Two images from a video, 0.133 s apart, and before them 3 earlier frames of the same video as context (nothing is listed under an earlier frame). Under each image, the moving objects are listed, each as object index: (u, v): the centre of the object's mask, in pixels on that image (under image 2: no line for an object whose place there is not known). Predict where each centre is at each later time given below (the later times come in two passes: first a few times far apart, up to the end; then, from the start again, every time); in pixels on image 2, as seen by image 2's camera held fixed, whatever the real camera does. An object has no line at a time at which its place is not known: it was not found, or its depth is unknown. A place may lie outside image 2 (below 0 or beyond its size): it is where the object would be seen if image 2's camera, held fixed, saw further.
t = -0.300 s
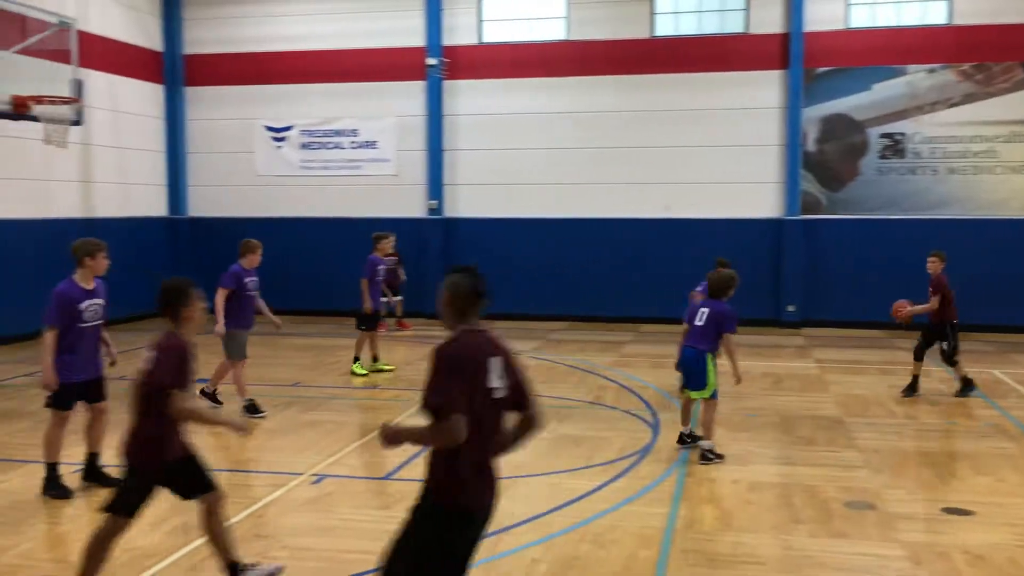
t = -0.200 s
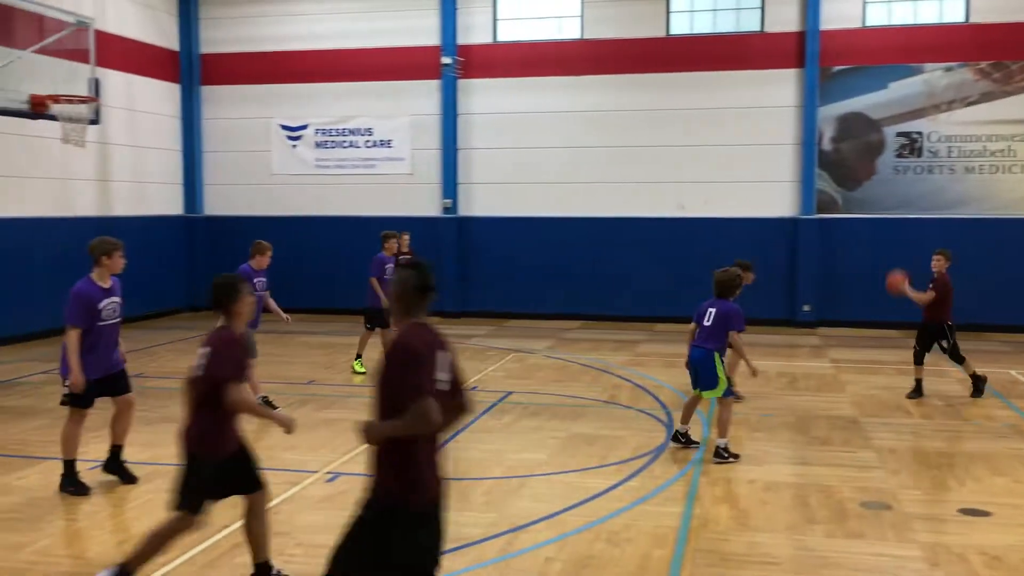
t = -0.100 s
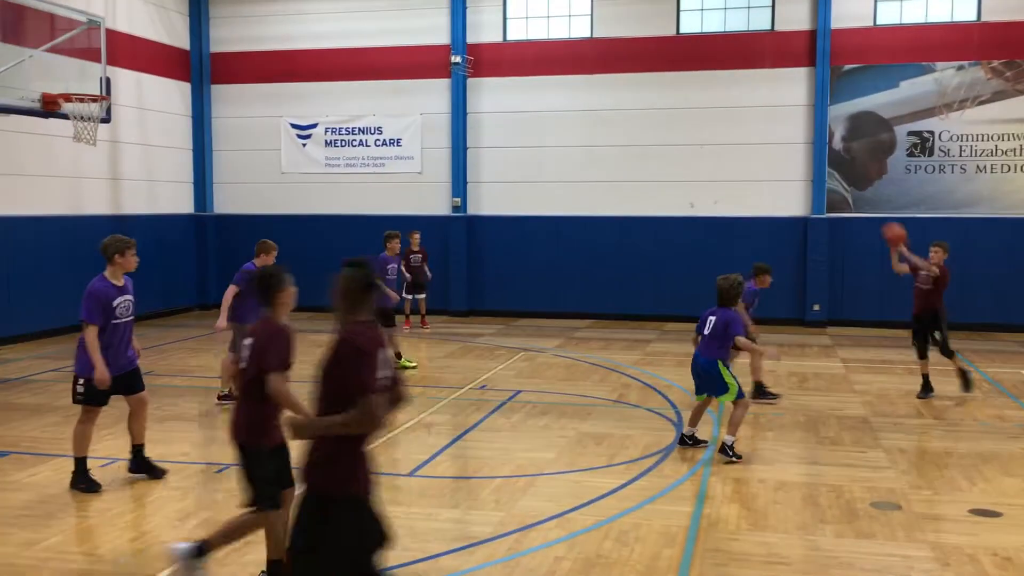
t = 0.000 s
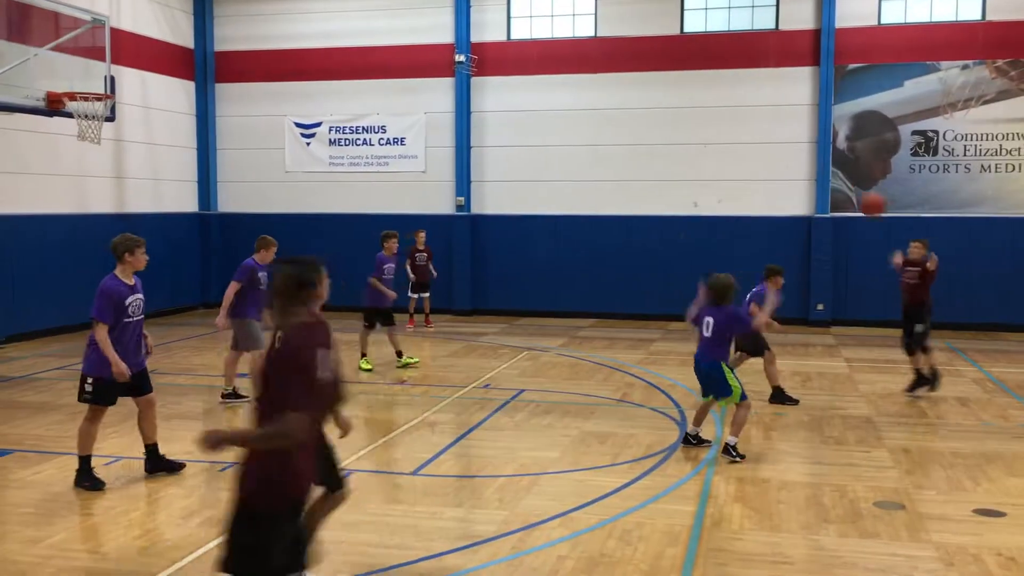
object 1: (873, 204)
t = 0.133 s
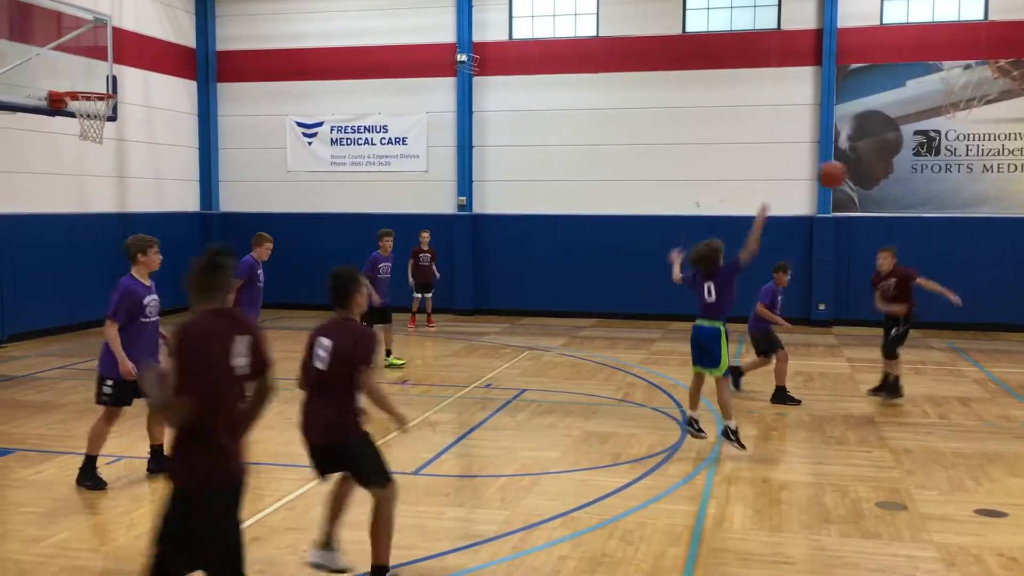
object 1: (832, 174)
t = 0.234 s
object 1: (792, 161)
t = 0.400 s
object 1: (709, 166)
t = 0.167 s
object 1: (819, 169)
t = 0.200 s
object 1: (807, 165)
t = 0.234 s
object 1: (792, 161)
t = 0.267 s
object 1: (778, 160)
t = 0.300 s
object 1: (762, 159)
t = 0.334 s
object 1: (746, 160)
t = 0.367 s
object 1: (727, 162)
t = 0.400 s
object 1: (709, 166)
